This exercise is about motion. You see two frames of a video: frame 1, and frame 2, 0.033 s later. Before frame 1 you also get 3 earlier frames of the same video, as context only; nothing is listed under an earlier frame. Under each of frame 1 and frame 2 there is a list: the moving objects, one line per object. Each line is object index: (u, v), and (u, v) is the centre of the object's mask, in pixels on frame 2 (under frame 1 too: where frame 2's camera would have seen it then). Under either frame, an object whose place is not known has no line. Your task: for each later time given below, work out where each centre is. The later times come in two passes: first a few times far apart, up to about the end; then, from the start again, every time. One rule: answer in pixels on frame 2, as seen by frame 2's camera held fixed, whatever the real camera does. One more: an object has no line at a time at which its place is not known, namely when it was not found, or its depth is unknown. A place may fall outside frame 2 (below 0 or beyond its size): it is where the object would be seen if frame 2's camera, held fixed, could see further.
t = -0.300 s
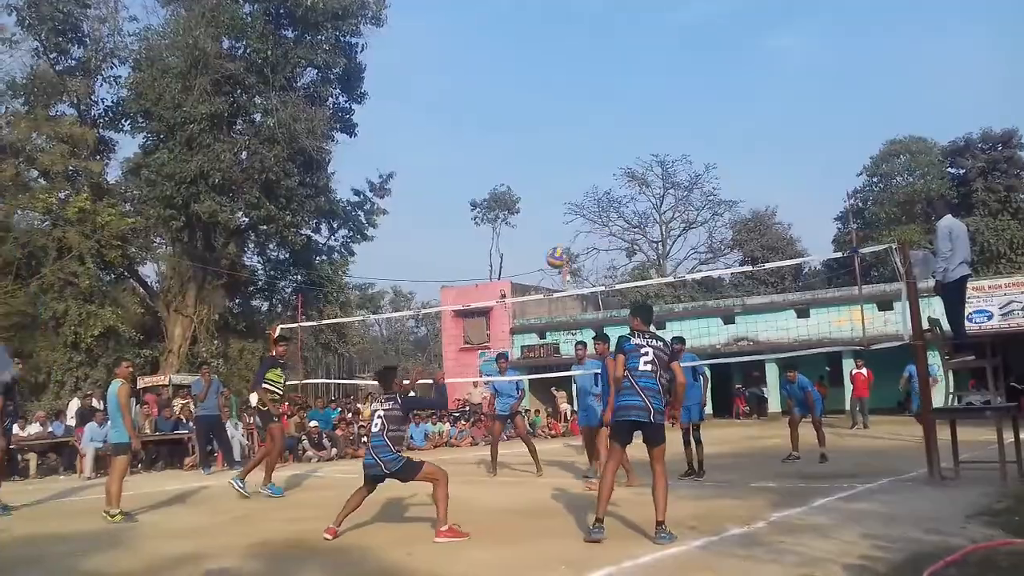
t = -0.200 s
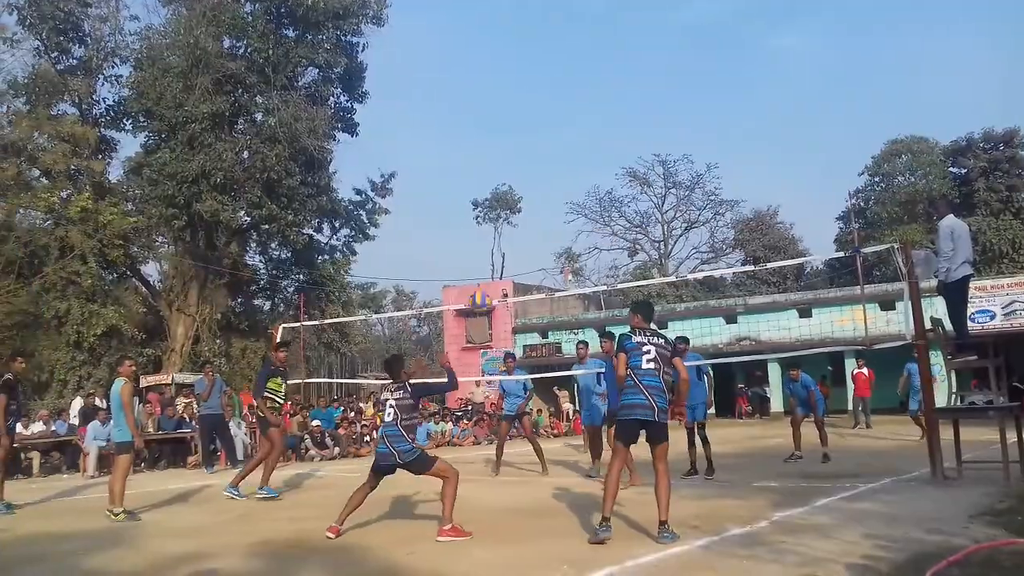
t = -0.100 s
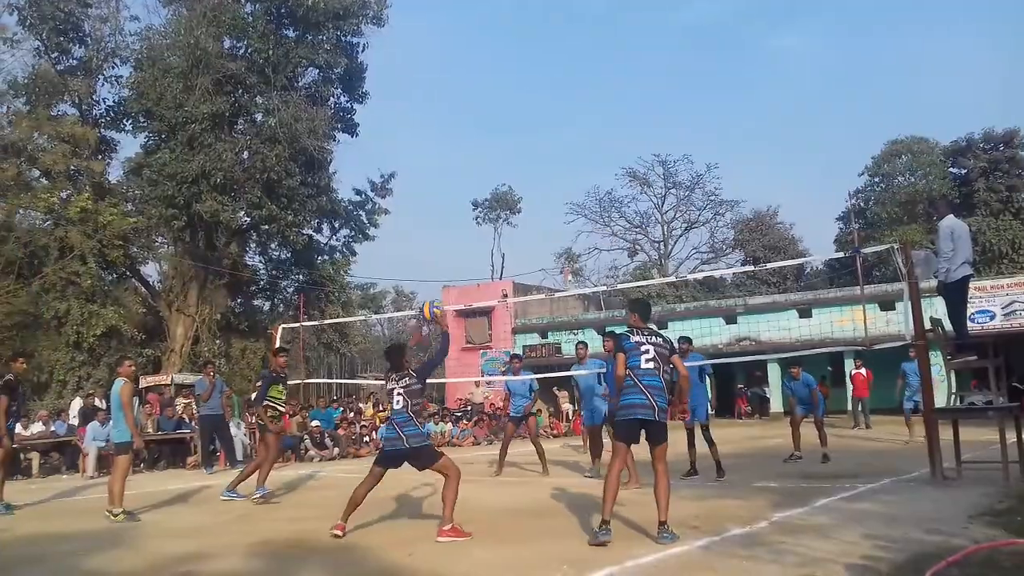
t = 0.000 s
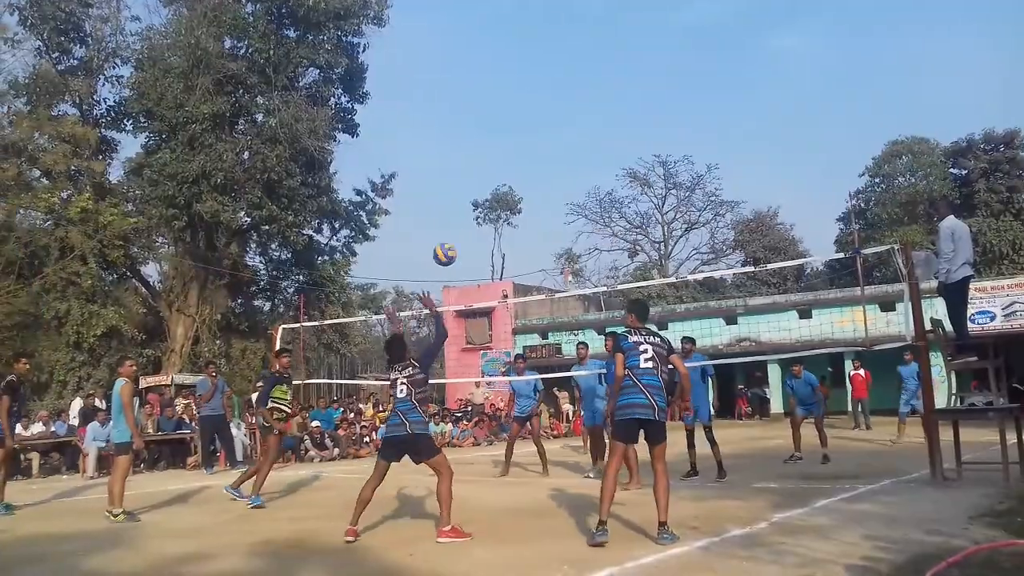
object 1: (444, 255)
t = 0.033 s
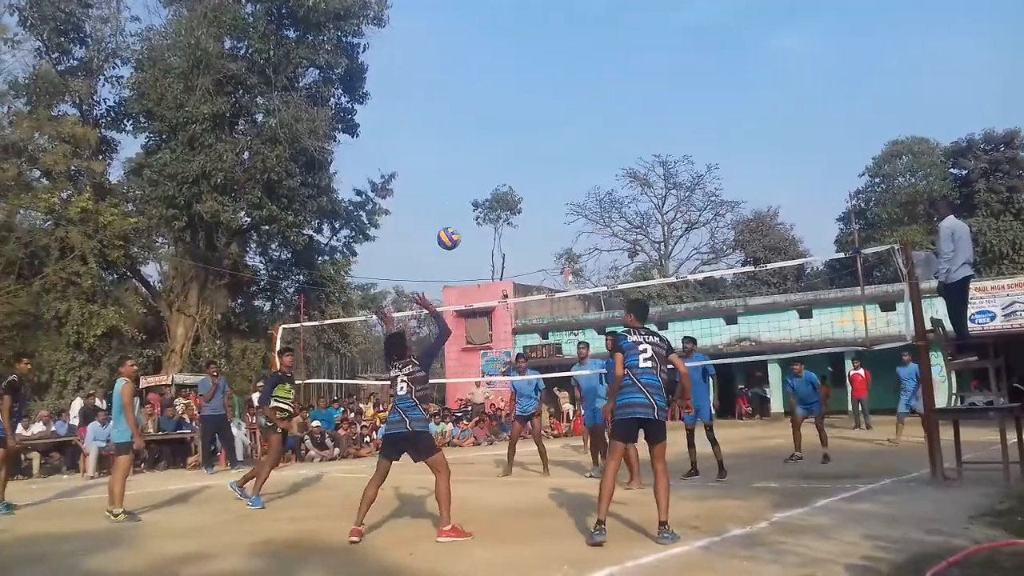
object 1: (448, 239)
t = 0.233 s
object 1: (470, 175)
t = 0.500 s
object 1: (494, 159)
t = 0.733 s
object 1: (514, 195)
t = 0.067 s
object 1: (452, 224)
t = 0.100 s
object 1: (456, 212)
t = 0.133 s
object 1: (460, 201)
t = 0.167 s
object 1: (463, 191)
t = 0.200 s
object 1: (466, 183)
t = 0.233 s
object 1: (470, 175)
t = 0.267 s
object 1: (473, 170)
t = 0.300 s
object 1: (477, 165)
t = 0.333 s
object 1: (480, 161)
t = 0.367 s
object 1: (483, 159)
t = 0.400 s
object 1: (485, 158)
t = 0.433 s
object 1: (488, 157)
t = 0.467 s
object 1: (491, 158)
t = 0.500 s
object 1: (494, 159)
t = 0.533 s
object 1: (497, 163)
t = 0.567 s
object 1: (500, 165)
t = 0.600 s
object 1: (503, 170)
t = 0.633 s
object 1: (506, 175)
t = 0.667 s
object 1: (508, 181)
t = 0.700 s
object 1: (511, 188)
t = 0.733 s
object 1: (514, 195)
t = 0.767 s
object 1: (517, 204)
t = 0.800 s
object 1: (520, 213)
